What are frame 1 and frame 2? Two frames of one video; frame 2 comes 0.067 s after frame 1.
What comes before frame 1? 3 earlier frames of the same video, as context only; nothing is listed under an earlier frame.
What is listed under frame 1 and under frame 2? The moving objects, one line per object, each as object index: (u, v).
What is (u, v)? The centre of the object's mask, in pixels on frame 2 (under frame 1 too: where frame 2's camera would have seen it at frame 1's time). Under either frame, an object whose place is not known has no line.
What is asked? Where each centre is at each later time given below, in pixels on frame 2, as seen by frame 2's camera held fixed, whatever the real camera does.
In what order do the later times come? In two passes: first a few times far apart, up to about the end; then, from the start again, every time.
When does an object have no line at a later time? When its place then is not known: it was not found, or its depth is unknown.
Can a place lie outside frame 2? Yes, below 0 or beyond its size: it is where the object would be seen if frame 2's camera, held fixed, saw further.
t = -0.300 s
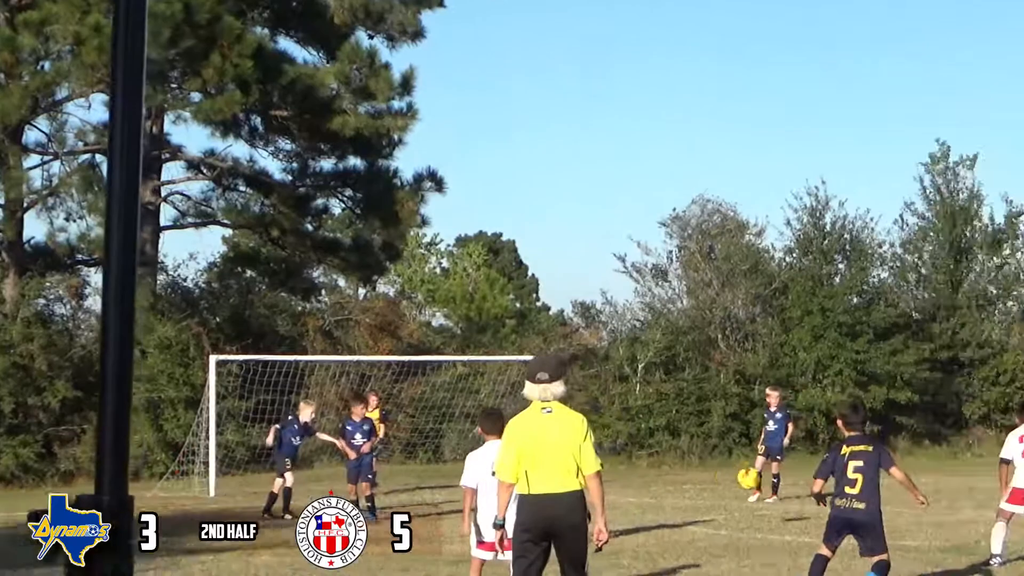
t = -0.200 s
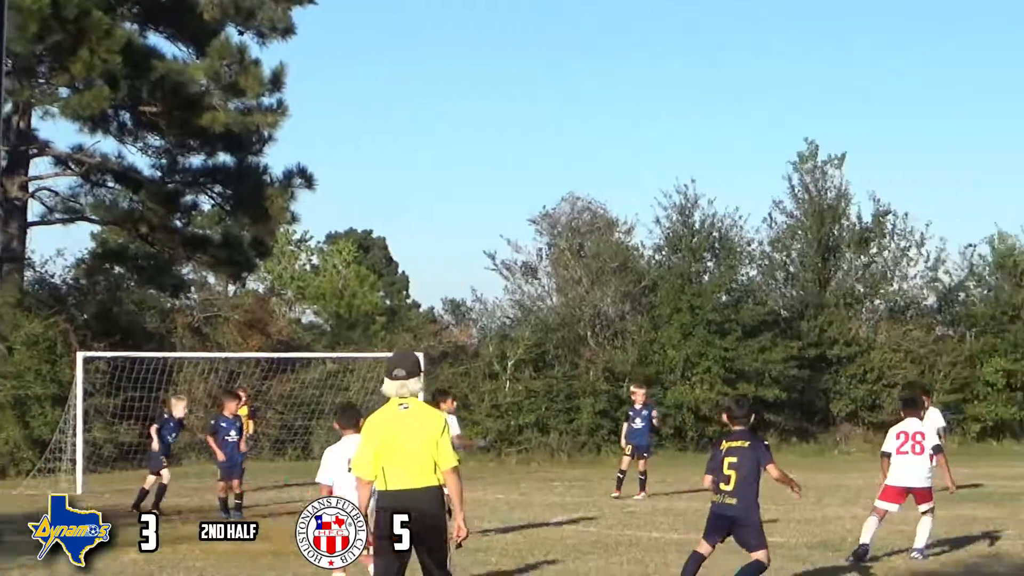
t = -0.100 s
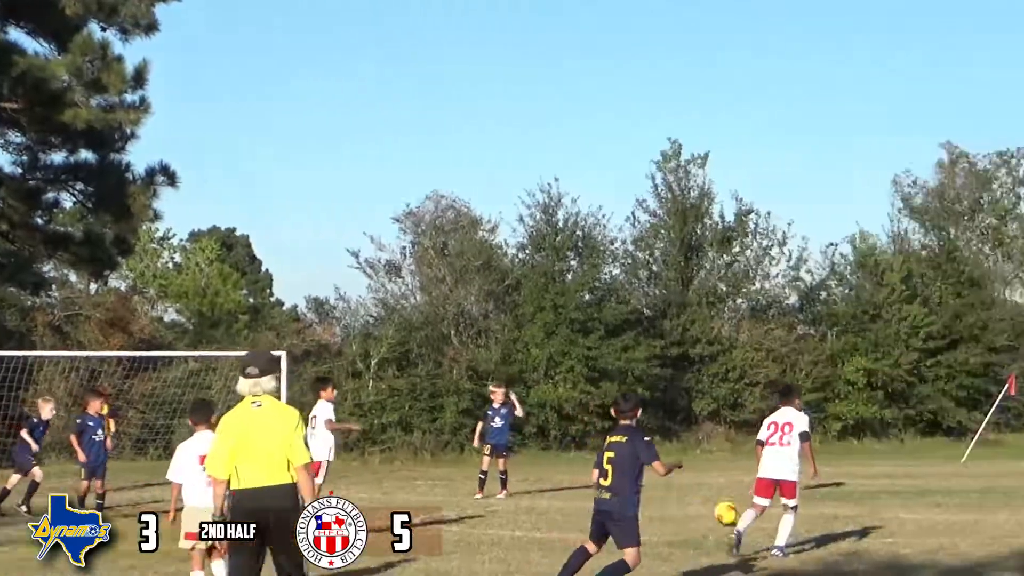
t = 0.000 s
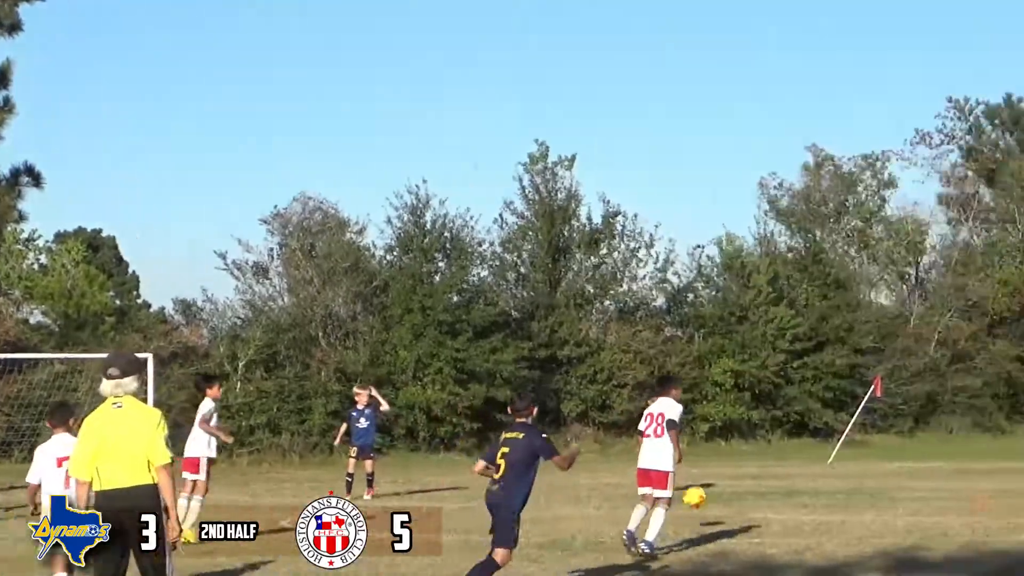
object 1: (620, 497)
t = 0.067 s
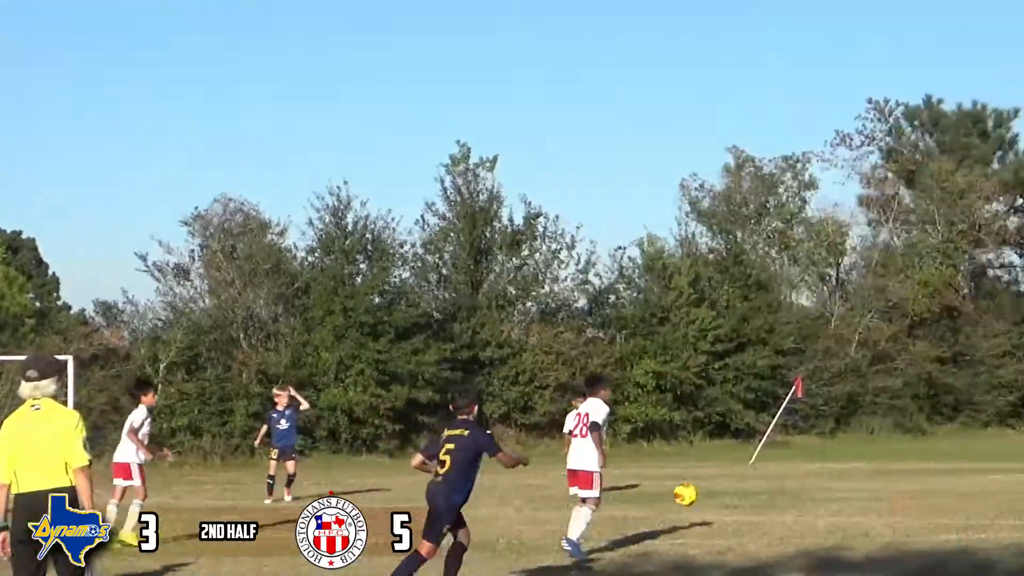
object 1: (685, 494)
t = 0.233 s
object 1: (852, 508)
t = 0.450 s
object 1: (1046, 504)
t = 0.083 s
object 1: (700, 495)
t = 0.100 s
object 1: (717, 495)
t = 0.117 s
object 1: (734, 496)
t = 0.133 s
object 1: (752, 496)
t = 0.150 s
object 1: (769, 498)
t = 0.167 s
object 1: (787, 499)
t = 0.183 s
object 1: (804, 502)
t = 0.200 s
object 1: (821, 504)
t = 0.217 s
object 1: (836, 506)
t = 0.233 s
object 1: (852, 508)
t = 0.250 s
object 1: (868, 511)
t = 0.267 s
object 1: (888, 515)
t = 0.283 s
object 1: (905, 519)
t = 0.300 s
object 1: (924, 522)
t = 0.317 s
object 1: (938, 523)
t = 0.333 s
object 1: (951, 520)
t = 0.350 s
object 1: (965, 517)
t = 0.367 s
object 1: (978, 513)
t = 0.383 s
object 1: (993, 510)
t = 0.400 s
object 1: (1007, 509)
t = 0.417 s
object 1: (1020, 508)
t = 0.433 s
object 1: (1033, 506)
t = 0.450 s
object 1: (1046, 504)
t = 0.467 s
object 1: (1059, 504)
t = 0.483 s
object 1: (1073, 503)
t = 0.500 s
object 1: (1086, 505)
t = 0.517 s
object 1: (1100, 505)
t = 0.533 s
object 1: (1113, 507)
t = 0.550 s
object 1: (1128, 506)
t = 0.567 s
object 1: (1144, 508)
